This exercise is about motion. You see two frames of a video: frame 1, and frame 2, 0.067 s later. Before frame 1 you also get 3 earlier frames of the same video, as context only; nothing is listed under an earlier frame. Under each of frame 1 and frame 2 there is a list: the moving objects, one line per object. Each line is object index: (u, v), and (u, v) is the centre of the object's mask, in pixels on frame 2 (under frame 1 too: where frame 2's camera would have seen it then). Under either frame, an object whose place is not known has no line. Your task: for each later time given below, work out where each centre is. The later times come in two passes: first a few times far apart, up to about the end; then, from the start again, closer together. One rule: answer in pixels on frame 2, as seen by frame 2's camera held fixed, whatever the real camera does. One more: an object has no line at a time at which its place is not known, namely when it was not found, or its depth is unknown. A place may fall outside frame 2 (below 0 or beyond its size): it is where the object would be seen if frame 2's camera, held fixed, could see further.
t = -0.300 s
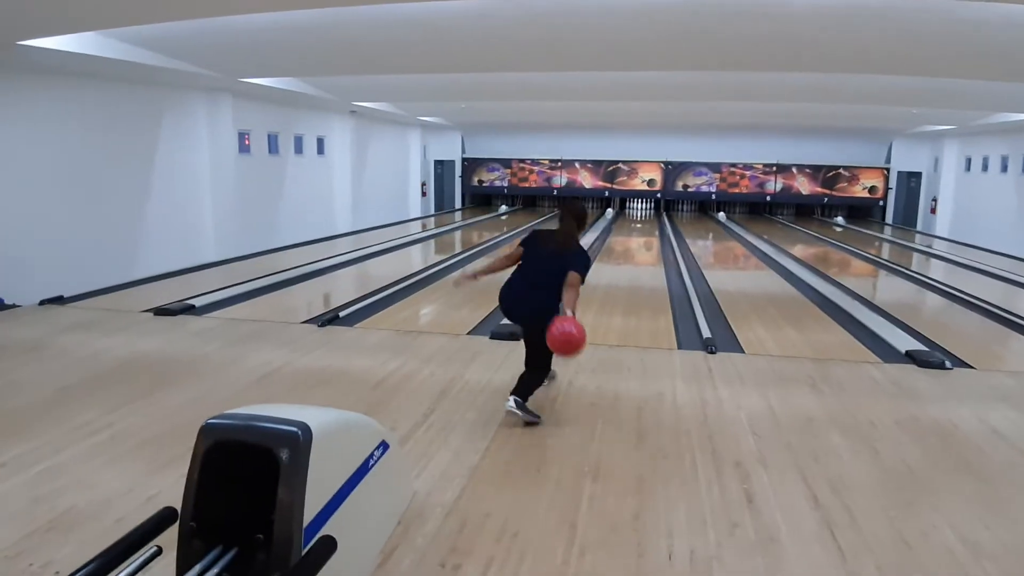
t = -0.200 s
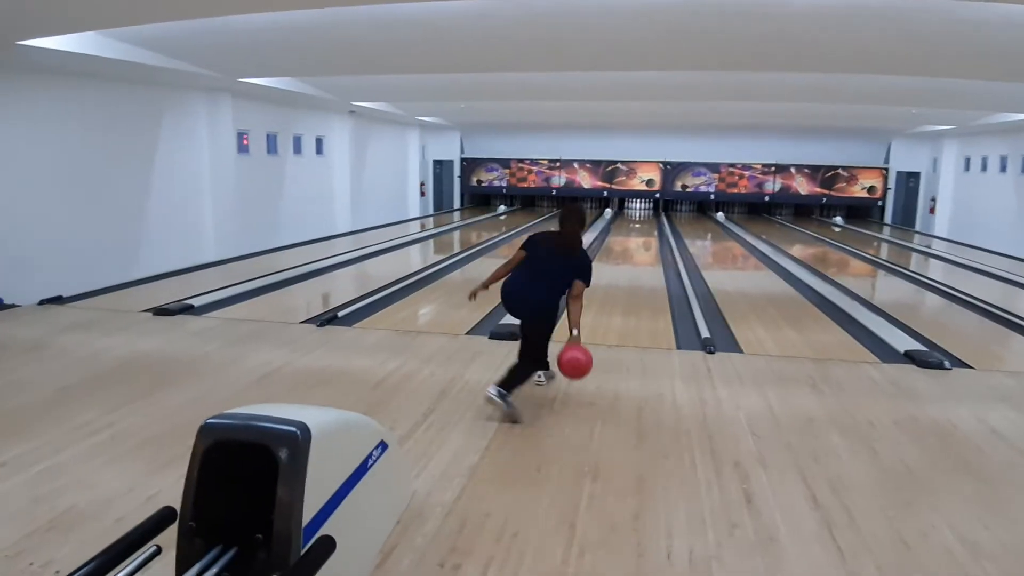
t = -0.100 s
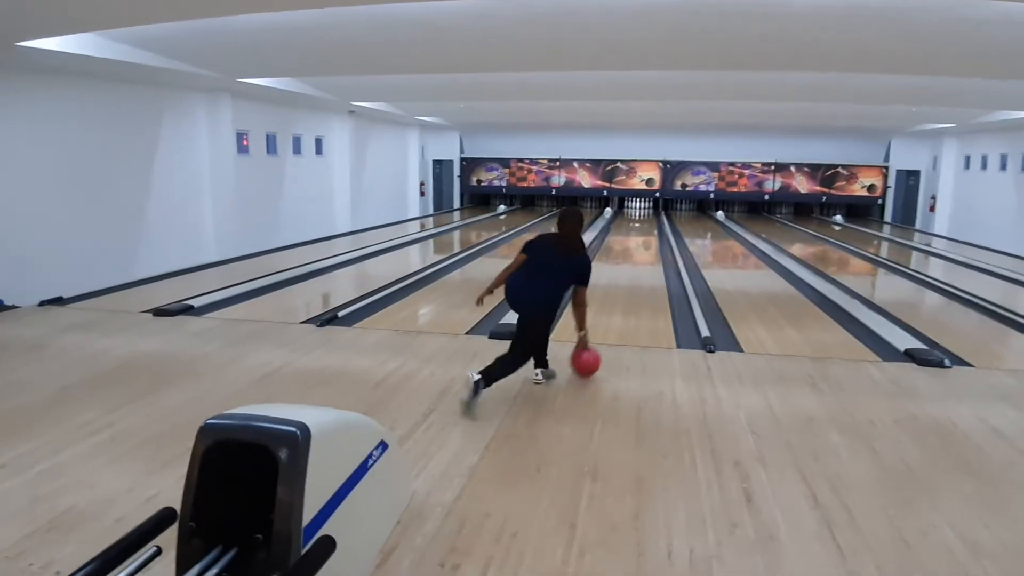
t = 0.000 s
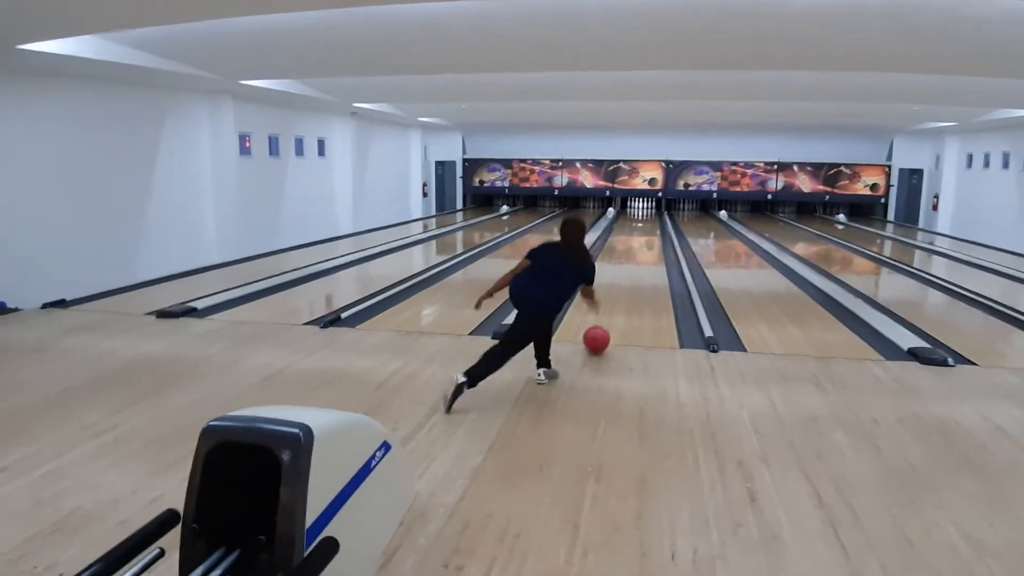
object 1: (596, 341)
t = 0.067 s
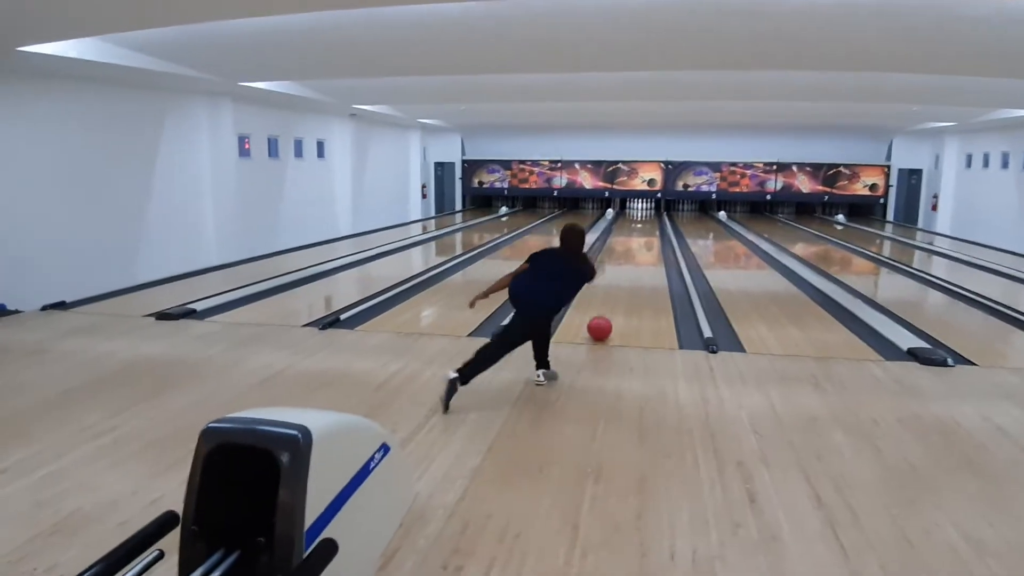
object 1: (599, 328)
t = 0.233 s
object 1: (607, 304)
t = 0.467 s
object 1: (615, 280)
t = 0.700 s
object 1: (622, 262)
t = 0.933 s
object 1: (624, 251)
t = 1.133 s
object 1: (627, 243)
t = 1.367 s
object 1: (630, 235)
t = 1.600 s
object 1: (632, 229)
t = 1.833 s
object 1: (634, 225)
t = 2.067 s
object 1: (636, 220)
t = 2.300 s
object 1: (636, 216)
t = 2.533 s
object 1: (638, 214)
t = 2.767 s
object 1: (639, 212)
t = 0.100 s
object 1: (601, 323)
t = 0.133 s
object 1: (603, 318)
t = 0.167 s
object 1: (605, 313)
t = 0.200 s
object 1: (606, 308)
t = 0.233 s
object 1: (607, 304)
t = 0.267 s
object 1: (608, 300)
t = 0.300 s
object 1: (609, 296)
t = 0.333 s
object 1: (611, 292)
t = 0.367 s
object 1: (612, 289)
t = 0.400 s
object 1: (613, 285)
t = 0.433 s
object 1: (614, 282)
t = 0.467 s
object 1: (615, 280)
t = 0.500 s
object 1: (617, 279)
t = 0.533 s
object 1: (621, 272)
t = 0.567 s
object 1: (621, 270)
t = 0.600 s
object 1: (622, 268)
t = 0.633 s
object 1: (622, 266)
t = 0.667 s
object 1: (622, 264)
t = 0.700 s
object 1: (622, 262)
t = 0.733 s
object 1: (621, 261)
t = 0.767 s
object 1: (623, 259)
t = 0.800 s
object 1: (622, 257)
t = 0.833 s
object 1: (623, 256)
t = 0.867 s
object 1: (623, 254)
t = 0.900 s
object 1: (624, 252)
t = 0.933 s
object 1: (624, 251)
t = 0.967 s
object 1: (625, 250)
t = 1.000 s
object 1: (625, 248)
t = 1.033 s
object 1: (626, 247)
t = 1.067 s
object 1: (626, 245)
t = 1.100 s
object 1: (627, 244)
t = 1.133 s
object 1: (627, 243)
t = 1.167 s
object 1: (627, 242)
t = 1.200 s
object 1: (628, 241)
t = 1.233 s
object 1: (628, 240)
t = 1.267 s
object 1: (629, 239)
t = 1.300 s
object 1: (629, 238)
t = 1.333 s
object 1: (629, 237)
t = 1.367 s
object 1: (630, 235)
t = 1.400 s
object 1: (630, 235)
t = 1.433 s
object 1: (630, 234)
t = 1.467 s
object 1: (631, 233)
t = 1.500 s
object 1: (631, 232)
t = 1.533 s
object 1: (631, 231)
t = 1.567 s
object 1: (632, 231)
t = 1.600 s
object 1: (632, 229)
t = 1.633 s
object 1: (632, 229)
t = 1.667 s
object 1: (632, 229)
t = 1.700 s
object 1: (633, 227)
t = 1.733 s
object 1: (633, 226)
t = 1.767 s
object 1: (633, 226)
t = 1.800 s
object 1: (634, 226)
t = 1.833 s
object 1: (634, 225)
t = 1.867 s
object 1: (634, 224)
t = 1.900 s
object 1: (635, 224)
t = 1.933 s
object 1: (635, 222)
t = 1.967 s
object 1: (635, 222)
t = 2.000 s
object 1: (635, 221)
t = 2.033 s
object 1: (635, 220)
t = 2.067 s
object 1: (636, 220)
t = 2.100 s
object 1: (635, 219)
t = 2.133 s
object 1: (636, 219)
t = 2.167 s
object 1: (636, 218)
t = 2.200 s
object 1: (636, 218)
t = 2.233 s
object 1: (636, 218)
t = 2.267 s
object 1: (636, 217)
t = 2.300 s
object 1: (636, 216)
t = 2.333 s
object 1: (637, 216)
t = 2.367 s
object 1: (637, 216)
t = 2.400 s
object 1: (636, 215)
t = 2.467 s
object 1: (637, 217)
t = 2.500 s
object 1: (638, 214)
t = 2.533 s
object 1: (638, 214)
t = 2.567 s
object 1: (638, 214)
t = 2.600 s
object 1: (638, 213)
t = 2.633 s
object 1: (639, 213)
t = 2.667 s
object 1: (639, 213)
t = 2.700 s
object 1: (638, 212)
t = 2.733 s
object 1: (639, 212)
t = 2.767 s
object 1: (639, 212)
